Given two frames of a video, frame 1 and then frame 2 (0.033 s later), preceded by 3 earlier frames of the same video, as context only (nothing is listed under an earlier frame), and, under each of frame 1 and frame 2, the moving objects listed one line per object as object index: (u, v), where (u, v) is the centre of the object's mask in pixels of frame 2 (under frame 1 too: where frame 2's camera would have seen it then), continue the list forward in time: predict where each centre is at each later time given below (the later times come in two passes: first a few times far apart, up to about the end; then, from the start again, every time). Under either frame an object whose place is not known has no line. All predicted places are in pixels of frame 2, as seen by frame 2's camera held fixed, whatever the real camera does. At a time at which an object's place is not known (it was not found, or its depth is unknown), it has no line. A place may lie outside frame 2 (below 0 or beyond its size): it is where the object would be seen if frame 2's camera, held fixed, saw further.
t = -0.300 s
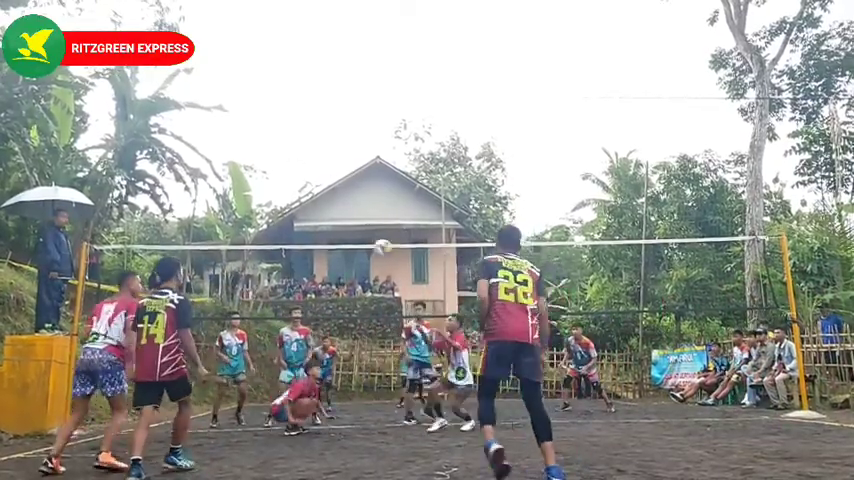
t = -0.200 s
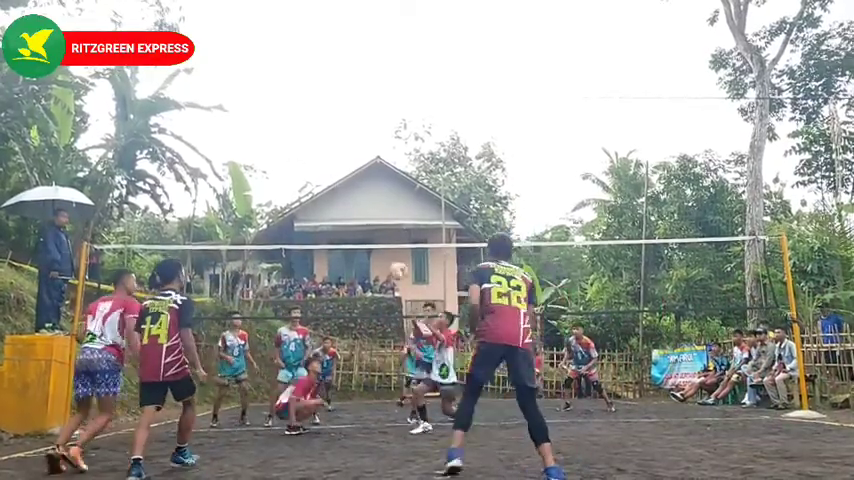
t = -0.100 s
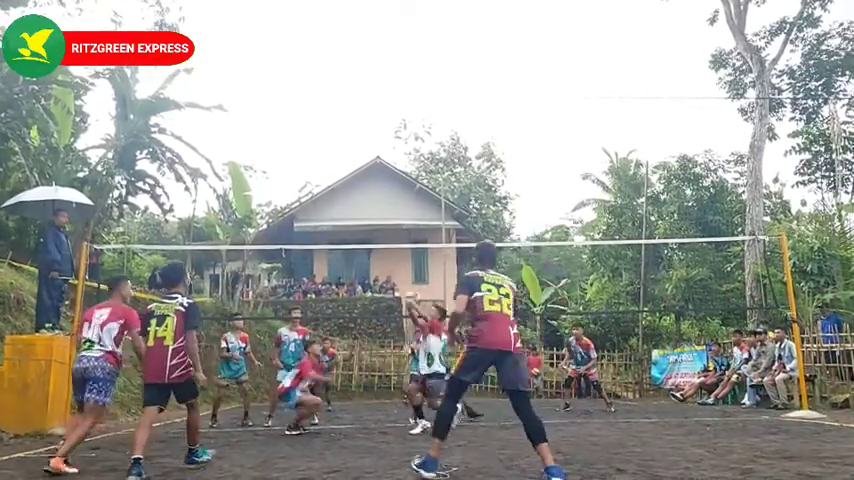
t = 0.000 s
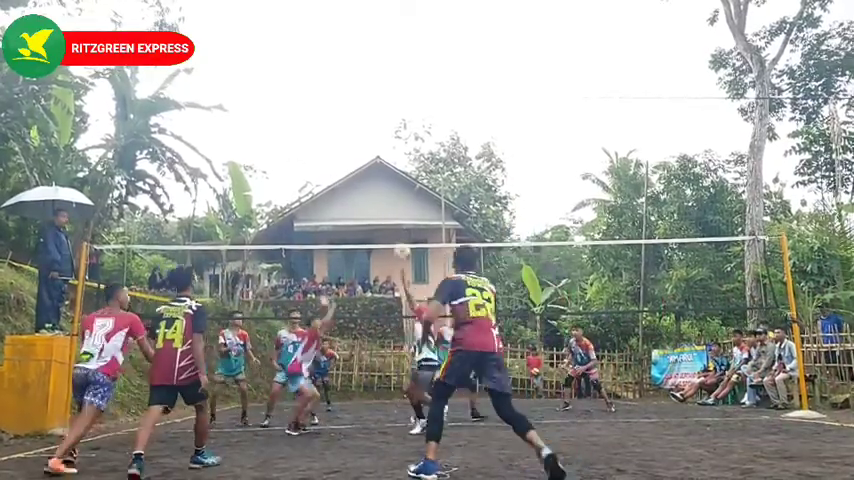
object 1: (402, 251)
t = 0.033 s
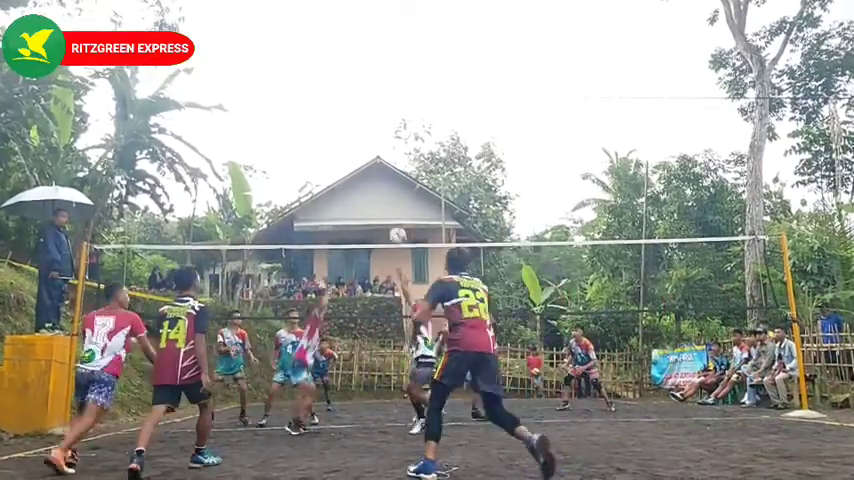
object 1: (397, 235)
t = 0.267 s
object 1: (371, 153)
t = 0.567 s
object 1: (341, 105)
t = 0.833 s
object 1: (316, 117)
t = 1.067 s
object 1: (294, 167)
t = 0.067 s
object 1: (393, 220)
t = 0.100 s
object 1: (389, 207)
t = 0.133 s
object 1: (385, 193)
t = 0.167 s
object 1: (381, 180)
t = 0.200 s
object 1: (377, 169)
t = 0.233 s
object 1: (375, 159)
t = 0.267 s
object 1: (371, 153)
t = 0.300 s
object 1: (367, 144)
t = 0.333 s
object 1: (364, 136)
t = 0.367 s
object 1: (360, 129)
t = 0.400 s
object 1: (357, 123)
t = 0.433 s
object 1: (354, 117)
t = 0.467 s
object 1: (351, 113)
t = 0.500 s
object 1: (347, 110)
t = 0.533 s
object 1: (344, 107)
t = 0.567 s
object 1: (341, 105)
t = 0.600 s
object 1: (338, 103)
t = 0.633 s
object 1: (334, 103)
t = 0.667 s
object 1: (331, 102)
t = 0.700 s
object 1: (328, 103)
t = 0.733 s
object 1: (325, 105)
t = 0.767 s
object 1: (322, 108)
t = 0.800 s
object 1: (319, 111)
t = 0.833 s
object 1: (316, 117)
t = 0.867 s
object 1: (313, 121)
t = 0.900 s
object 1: (310, 127)
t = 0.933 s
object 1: (307, 133)
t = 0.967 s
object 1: (303, 140)
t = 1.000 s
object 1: (300, 148)
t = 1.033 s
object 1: (297, 157)
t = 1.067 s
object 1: (294, 167)
